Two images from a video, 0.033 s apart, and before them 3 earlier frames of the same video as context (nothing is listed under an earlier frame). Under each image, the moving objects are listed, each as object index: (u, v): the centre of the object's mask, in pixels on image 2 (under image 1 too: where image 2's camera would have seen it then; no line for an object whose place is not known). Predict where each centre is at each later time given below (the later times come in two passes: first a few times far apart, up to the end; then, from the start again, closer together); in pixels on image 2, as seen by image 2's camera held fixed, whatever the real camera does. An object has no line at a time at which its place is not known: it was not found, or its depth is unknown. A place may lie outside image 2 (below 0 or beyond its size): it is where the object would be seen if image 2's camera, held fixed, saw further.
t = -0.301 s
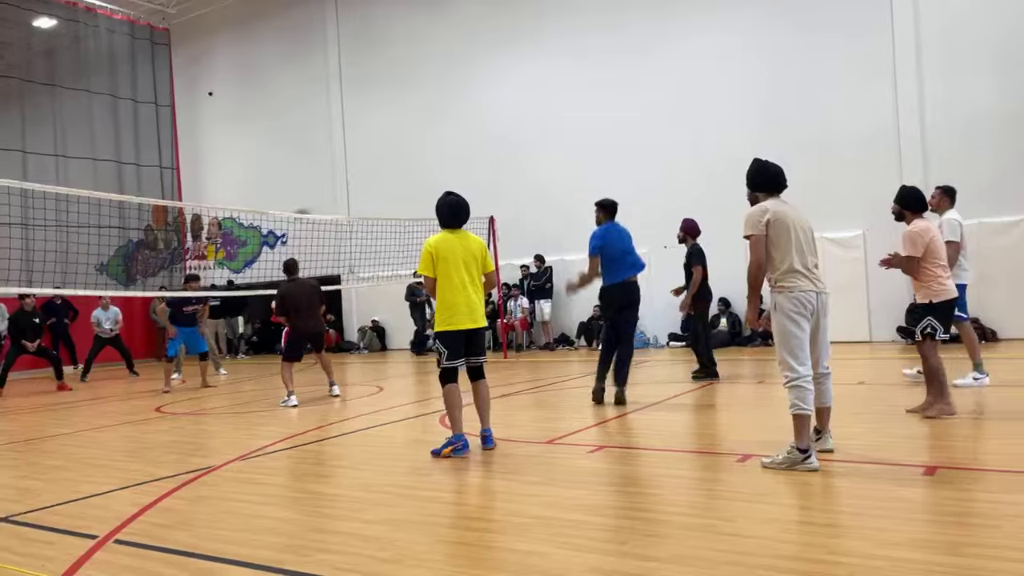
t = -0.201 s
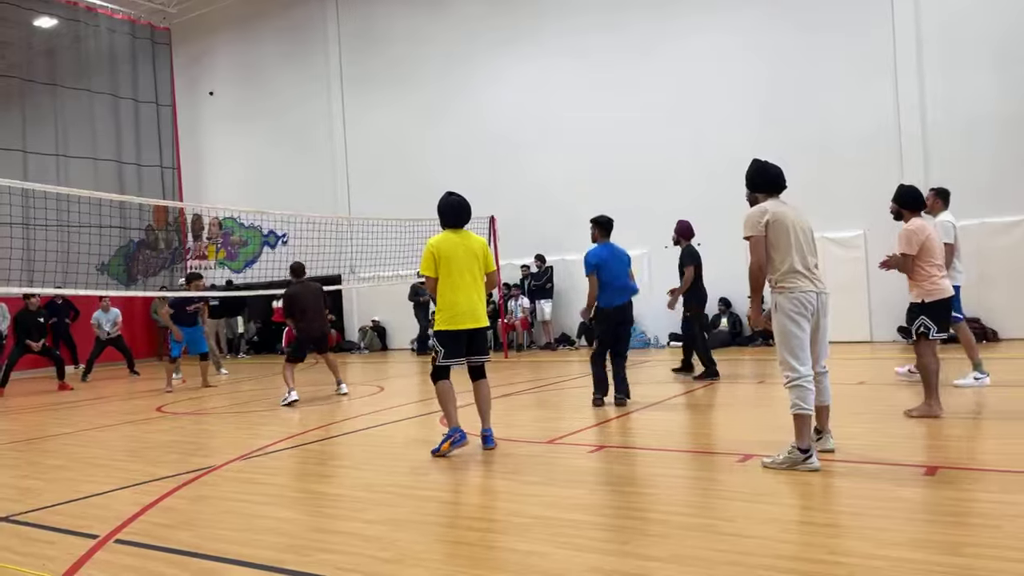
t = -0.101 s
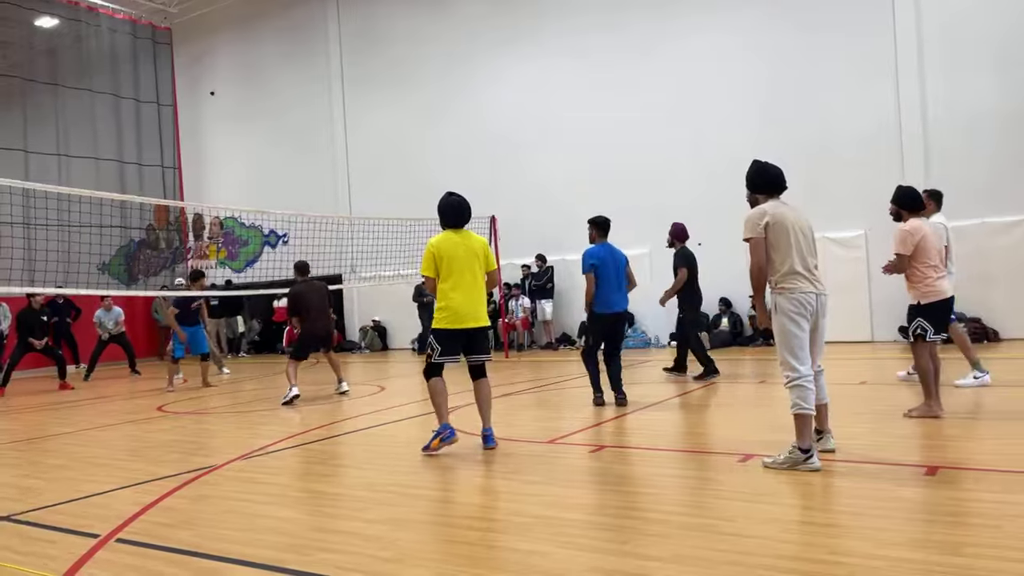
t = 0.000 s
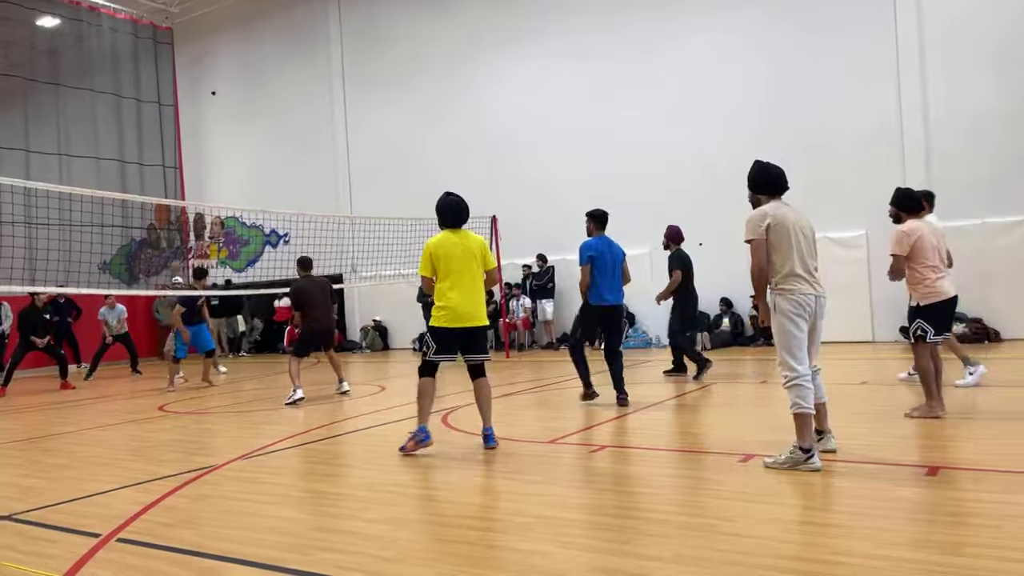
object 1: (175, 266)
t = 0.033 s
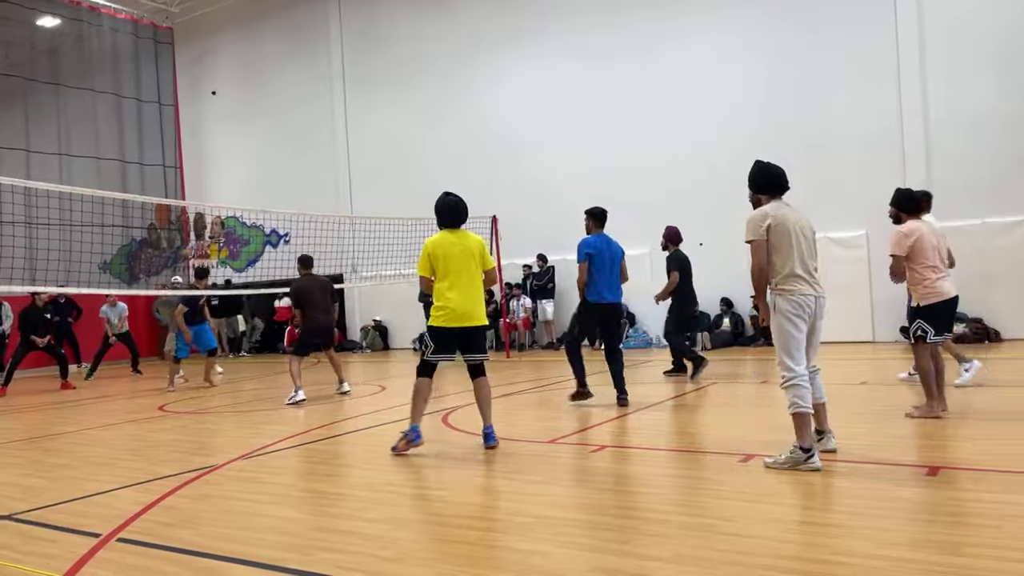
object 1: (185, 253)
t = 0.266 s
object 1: (277, 169)
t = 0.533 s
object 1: (402, 103)
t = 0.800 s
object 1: (552, 82)
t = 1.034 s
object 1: (710, 108)
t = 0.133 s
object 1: (223, 214)
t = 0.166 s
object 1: (237, 200)
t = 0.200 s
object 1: (250, 190)
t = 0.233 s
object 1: (264, 179)
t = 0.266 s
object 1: (277, 169)
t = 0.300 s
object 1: (292, 159)
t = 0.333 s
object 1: (306, 149)
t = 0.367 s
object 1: (321, 141)
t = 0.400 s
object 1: (337, 132)
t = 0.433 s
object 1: (353, 124)
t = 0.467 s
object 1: (369, 116)
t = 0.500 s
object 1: (385, 110)
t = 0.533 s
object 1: (402, 103)
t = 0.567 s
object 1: (419, 99)
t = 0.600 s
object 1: (437, 94)
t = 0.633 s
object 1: (455, 90)
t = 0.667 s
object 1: (473, 87)
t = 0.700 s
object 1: (492, 85)
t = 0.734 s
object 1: (512, 83)
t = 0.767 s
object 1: (532, 82)
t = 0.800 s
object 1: (552, 82)
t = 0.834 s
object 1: (573, 83)
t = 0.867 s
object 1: (594, 84)
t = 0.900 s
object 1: (617, 86)
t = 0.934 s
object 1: (639, 90)
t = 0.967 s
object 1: (662, 95)
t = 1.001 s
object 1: (686, 101)
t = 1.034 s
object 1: (710, 108)
